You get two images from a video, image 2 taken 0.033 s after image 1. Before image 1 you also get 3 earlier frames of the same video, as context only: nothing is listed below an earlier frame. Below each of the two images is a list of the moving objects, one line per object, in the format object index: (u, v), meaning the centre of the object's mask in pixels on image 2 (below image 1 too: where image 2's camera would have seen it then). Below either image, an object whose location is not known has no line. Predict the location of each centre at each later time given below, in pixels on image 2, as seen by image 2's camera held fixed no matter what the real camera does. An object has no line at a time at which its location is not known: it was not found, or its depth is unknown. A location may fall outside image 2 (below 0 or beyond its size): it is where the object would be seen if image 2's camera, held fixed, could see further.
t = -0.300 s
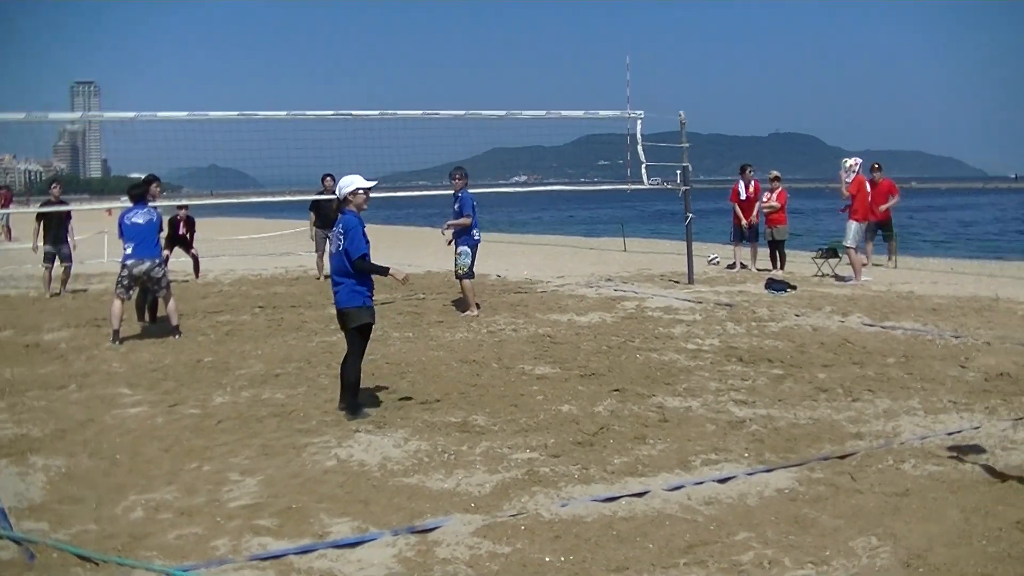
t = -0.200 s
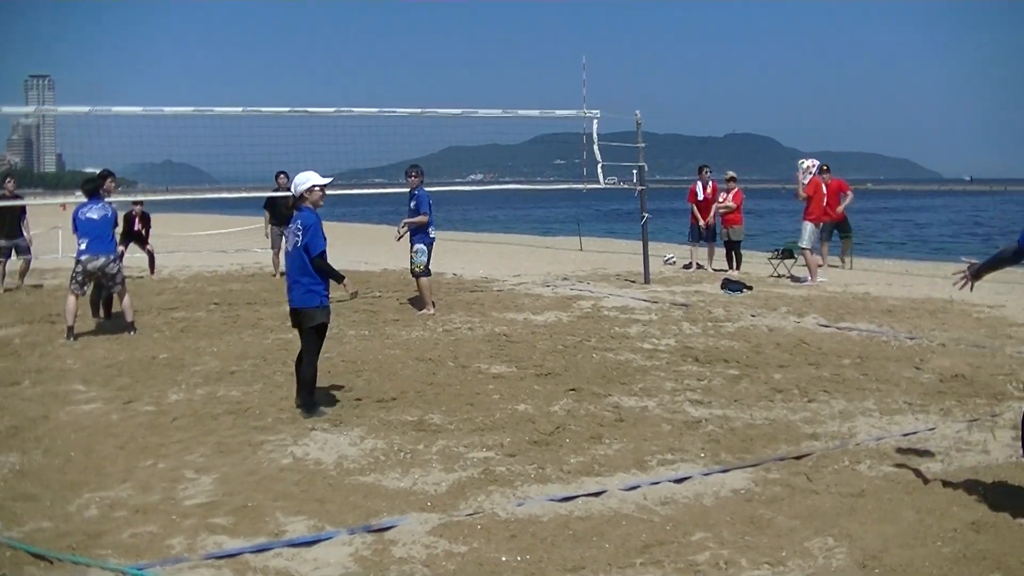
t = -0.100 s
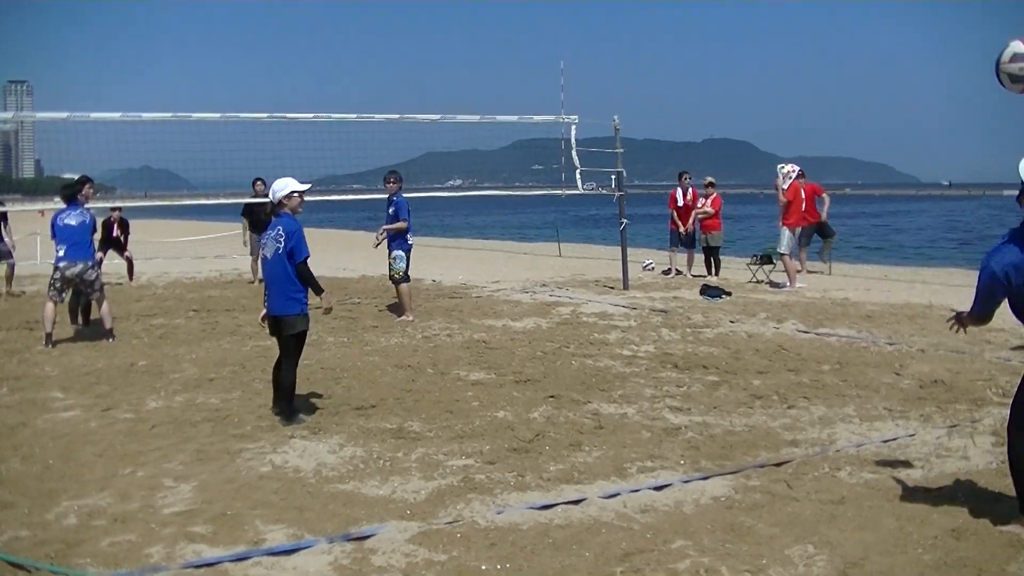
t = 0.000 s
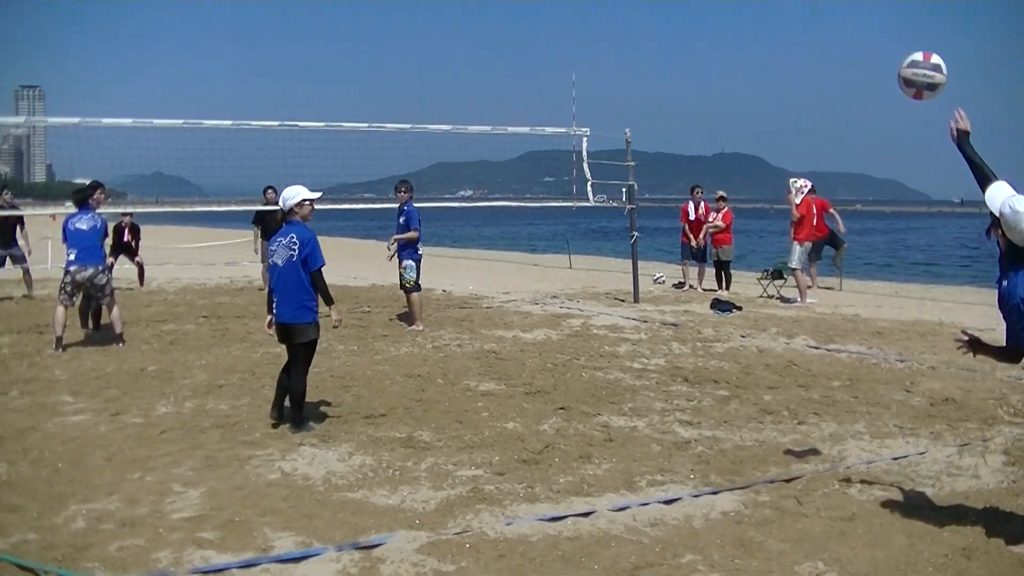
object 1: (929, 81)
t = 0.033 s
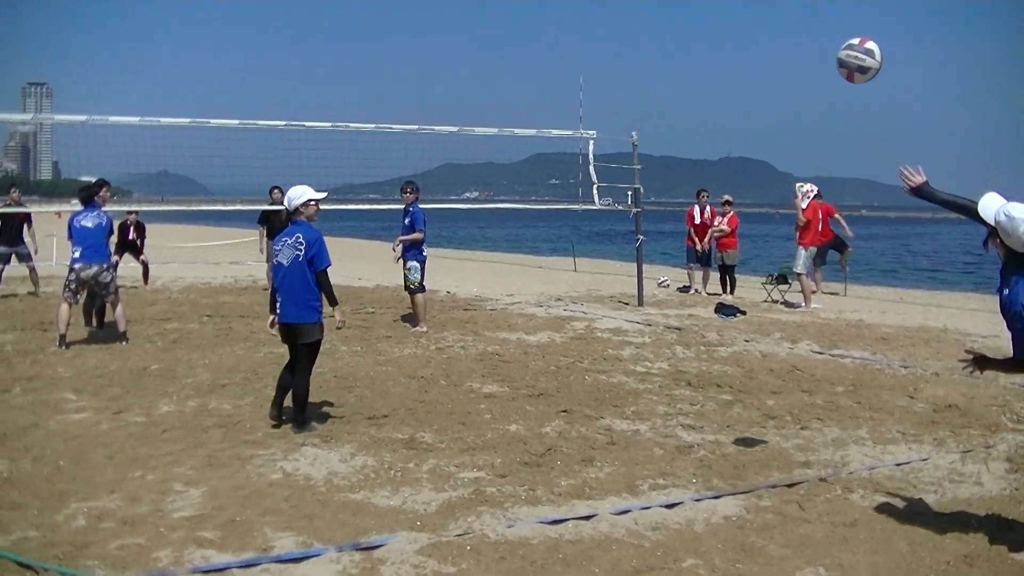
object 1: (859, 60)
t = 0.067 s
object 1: (797, 44)
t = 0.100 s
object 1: (742, 31)
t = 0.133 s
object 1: (693, 21)
